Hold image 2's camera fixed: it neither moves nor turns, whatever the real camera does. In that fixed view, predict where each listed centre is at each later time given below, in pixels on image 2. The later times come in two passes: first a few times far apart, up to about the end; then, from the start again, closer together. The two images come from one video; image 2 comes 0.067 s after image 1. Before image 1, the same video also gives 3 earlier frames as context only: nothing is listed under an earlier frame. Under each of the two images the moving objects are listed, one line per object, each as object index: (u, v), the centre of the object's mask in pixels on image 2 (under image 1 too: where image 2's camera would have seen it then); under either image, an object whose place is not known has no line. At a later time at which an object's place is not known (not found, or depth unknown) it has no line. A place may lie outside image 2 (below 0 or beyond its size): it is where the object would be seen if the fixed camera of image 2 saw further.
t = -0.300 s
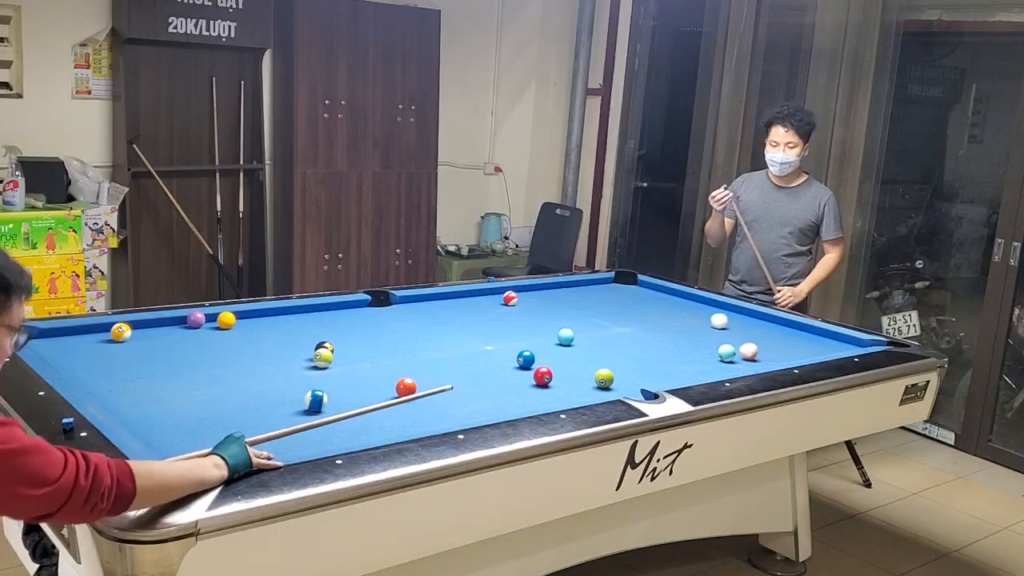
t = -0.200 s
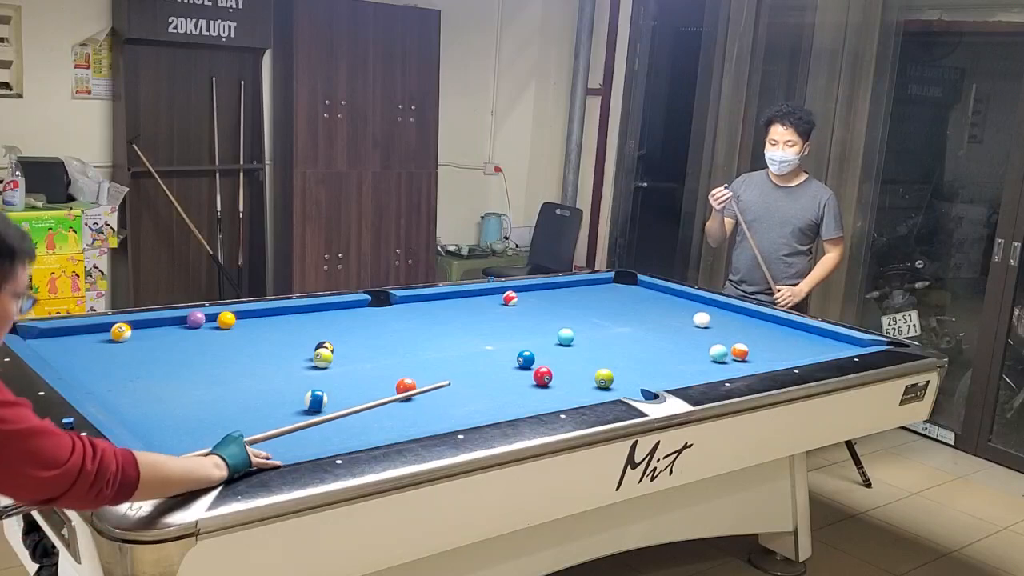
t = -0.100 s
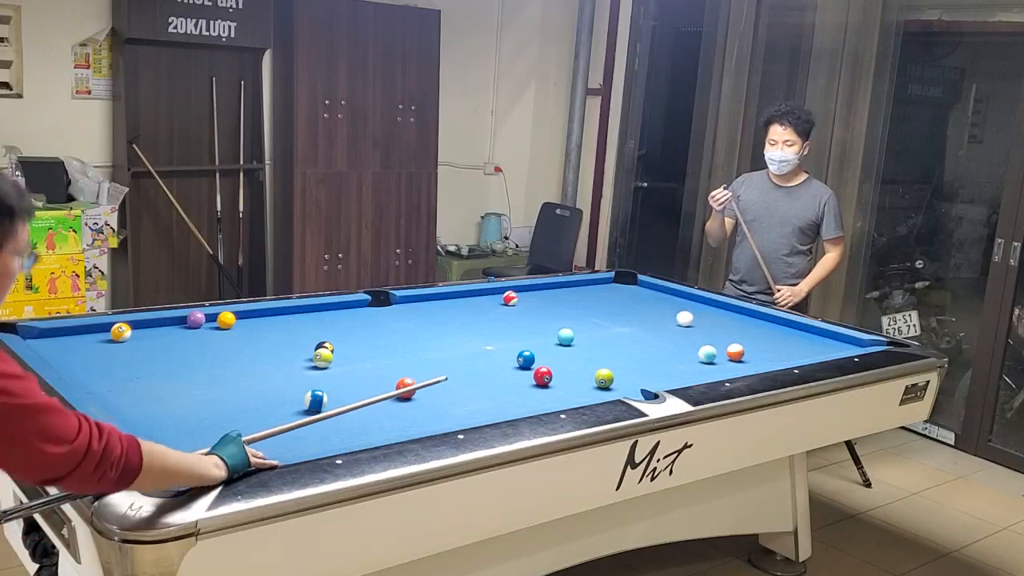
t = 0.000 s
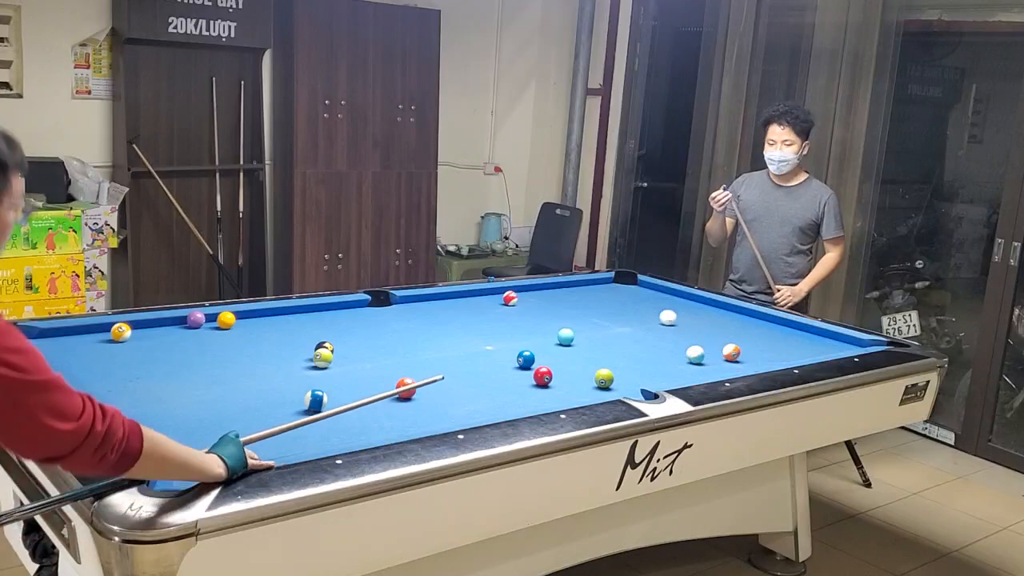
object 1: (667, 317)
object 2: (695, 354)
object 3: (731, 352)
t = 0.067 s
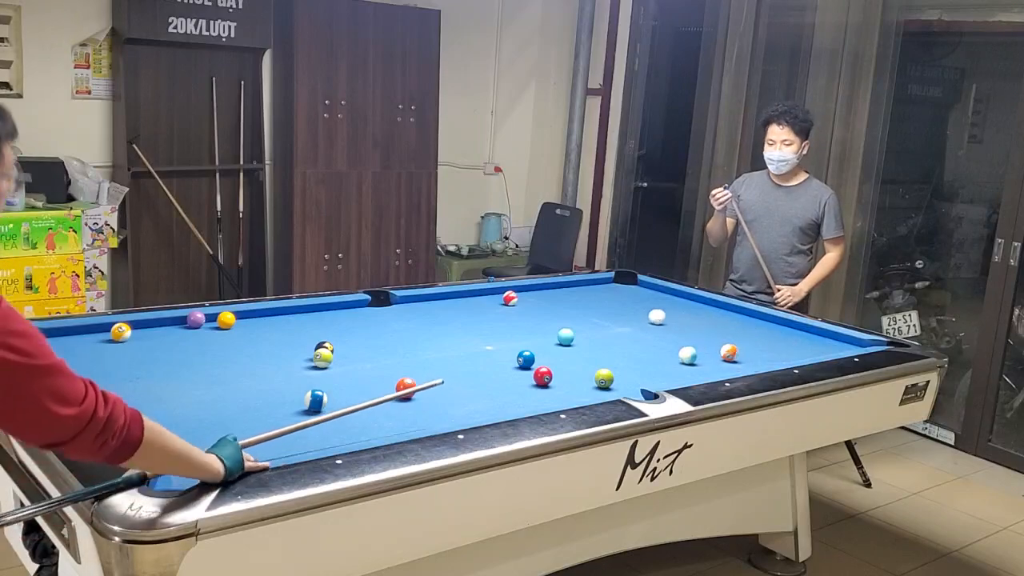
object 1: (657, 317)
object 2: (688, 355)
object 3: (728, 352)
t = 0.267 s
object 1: (624, 315)
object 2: (665, 356)
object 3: (722, 353)
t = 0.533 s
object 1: (584, 312)
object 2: (637, 358)
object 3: (715, 354)
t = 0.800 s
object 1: (544, 309)
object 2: (610, 360)
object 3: (710, 354)
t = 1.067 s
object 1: (507, 307)
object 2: (583, 361)
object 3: (705, 354)
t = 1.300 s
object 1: (476, 304)
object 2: (561, 363)
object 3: (703, 354)
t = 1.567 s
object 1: (442, 302)
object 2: (536, 362)
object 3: (703, 354)
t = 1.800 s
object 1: (414, 300)
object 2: (521, 366)
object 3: (703, 354)
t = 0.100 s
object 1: (651, 316)
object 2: (684, 355)
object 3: (727, 352)
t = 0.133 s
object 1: (646, 316)
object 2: (680, 355)
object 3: (726, 353)
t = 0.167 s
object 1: (641, 316)
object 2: (677, 355)
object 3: (726, 353)
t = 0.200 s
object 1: (635, 315)
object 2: (673, 356)
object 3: (724, 353)
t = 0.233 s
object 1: (630, 315)
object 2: (669, 356)
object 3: (724, 353)
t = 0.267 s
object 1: (624, 315)
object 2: (665, 356)
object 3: (722, 353)
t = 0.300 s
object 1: (619, 314)
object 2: (662, 356)
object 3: (722, 353)
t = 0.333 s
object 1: (614, 314)
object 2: (658, 357)
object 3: (721, 353)
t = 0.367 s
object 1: (609, 313)
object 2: (655, 357)
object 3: (720, 353)
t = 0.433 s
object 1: (599, 313)
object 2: (647, 357)
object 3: (718, 353)
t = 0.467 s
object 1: (594, 313)
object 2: (643, 358)
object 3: (717, 354)
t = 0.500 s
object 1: (588, 312)
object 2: (640, 358)
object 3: (716, 354)
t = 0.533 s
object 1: (584, 312)
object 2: (637, 358)
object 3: (715, 354)
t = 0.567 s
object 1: (578, 311)
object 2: (634, 358)
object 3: (715, 354)
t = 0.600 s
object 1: (573, 311)
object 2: (630, 358)
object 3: (714, 354)
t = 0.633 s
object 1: (569, 311)
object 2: (626, 358)
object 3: (713, 354)
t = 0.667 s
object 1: (564, 310)
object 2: (623, 359)
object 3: (713, 354)
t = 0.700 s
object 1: (559, 310)
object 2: (619, 359)
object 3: (712, 354)
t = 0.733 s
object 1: (554, 310)
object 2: (616, 360)
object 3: (711, 354)
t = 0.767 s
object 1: (549, 310)
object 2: (613, 359)
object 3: (710, 354)
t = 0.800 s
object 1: (544, 309)
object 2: (610, 360)
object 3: (710, 354)
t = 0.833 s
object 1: (540, 309)
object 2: (606, 359)
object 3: (709, 354)
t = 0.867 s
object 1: (535, 309)
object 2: (602, 359)
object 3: (709, 354)
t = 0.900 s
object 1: (530, 308)
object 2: (599, 360)
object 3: (708, 354)
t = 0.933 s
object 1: (526, 308)
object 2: (595, 360)
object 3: (707, 354)
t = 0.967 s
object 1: (521, 307)
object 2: (592, 361)
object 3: (707, 354)
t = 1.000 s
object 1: (516, 307)
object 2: (589, 361)
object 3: (706, 354)
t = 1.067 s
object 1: (507, 307)
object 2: (583, 361)
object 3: (705, 354)
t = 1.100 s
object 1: (503, 306)
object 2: (580, 361)
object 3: (705, 354)
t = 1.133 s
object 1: (498, 306)
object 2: (576, 361)
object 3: (705, 354)
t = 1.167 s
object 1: (494, 306)
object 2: (573, 361)
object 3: (704, 354)
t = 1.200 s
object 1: (489, 305)
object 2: (570, 362)
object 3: (704, 354)
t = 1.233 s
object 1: (485, 305)
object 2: (566, 362)
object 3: (704, 354)
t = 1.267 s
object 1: (481, 304)
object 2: (563, 363)
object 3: (703, 354)
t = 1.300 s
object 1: (476, 304)
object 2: (561, 363)
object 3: (703, 354)
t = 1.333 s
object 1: (472, 304)
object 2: (558, 363)
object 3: (703, 354)
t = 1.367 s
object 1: (468, 304)
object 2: (555, 362)
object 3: (703, 354)
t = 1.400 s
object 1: (463, 304)
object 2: (552, 362)
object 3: (703, 354)
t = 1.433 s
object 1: (459, 303)
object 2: (548, 361)
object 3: (703, 354)
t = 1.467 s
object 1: (455, 303)
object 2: (545, 361)
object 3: (703, 354)
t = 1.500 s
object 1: (451, 303)
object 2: (542, 361)
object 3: (702, 354)
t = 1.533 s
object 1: (446, 302)
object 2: (538, 361)
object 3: (702, 354)
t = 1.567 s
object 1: (442, 302)
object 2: (536, 362)
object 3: (703, 354)
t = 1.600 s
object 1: (438, 302)
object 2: (534, 363)
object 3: (702, 354)
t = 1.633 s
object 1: (434, 302)
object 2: (532, 363)
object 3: (703, 354)
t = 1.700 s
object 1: (426, 301)
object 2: (527, 365)
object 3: (703, 354)
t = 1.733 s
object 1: (422, 301)
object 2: (525, 366)
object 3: (703, 354)
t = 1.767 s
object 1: (418, 301)
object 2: (523, 366)
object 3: (703, 354)
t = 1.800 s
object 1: (414, 300)
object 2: (521, 366)
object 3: (703, 354)
